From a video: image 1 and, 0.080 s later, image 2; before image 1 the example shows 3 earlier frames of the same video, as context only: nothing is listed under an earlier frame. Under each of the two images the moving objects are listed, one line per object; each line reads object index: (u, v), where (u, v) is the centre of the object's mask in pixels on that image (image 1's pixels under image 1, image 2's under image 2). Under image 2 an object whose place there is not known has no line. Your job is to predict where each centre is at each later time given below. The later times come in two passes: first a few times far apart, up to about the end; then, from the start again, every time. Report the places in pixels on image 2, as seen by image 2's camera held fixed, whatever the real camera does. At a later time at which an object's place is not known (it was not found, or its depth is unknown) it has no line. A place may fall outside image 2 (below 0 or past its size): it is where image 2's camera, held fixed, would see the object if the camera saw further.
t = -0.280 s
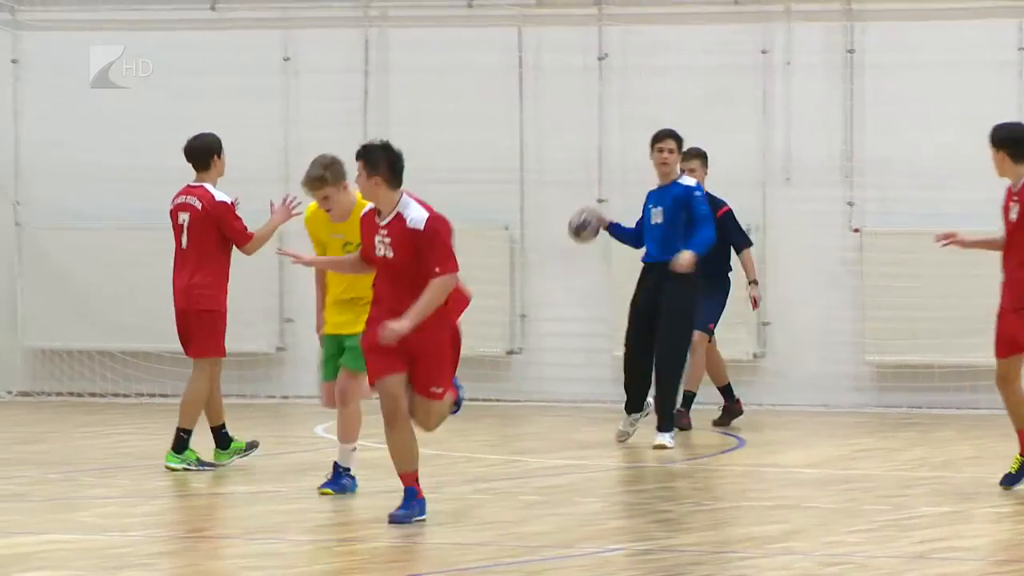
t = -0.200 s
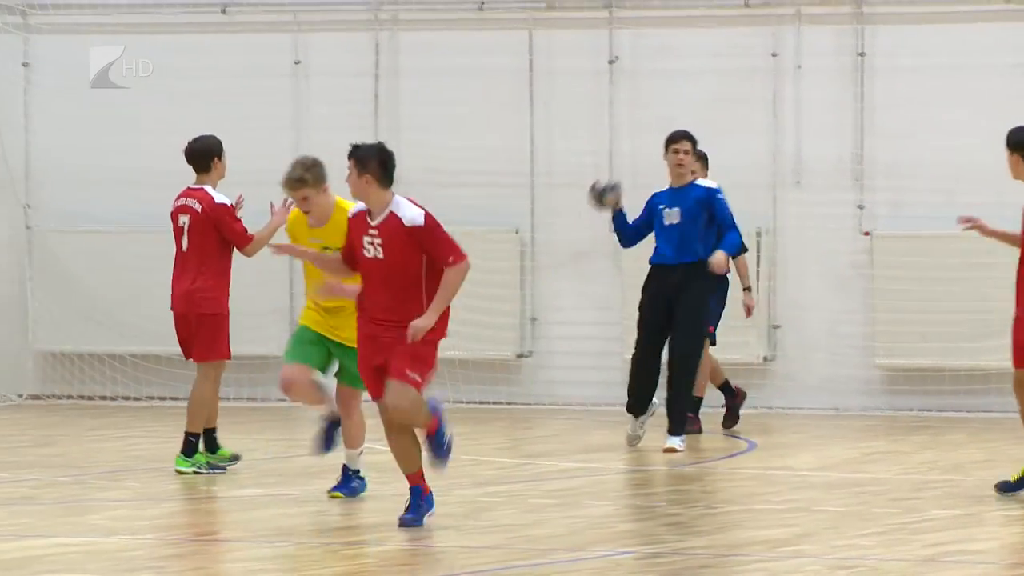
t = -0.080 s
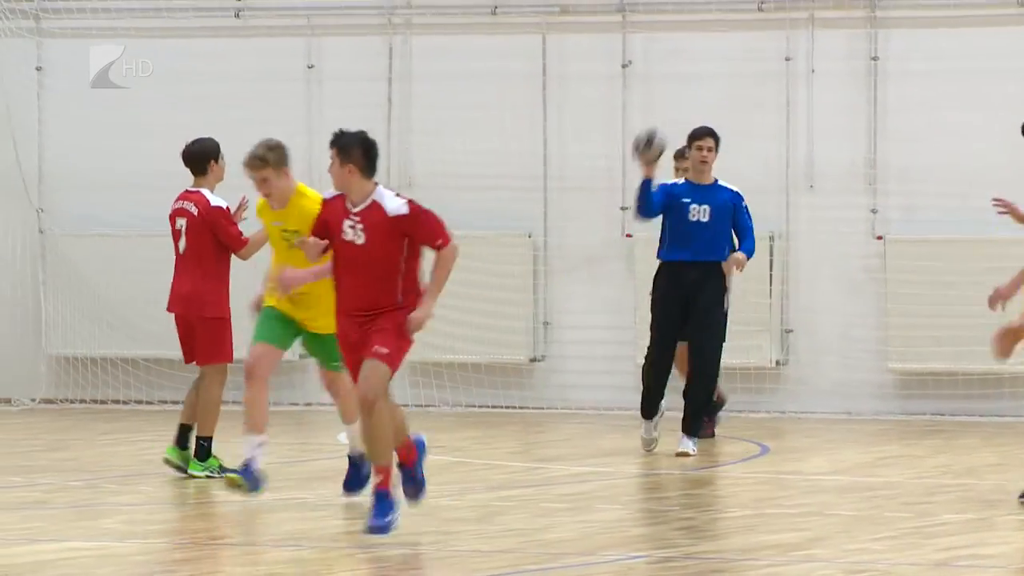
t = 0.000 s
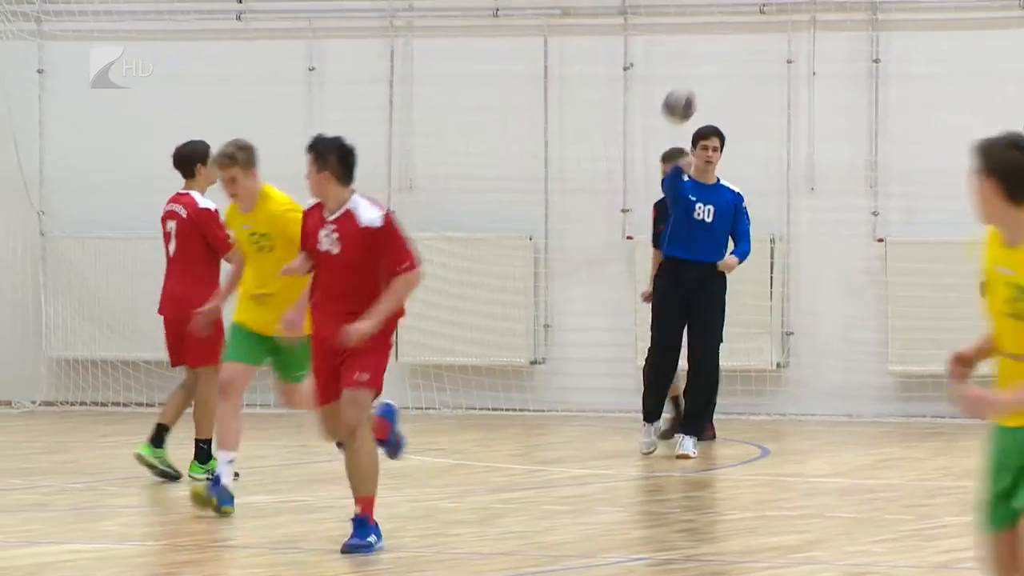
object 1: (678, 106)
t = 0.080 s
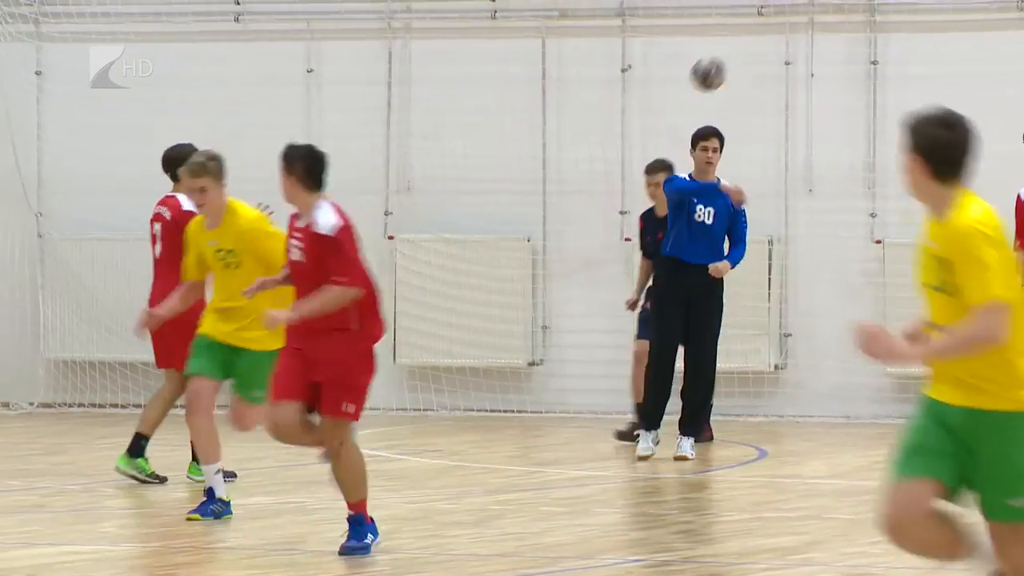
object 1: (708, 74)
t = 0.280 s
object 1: (794, 33)
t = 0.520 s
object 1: (908, 76)
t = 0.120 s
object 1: (724, 61)
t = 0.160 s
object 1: (741, 50)
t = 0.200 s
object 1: (758, 43)
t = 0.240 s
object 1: (776, 36)
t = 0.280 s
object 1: (794, 33)
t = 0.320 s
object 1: (812, 33)
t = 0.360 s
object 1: (830, 36)
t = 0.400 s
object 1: (849, 41)
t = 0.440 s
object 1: (868, 50)
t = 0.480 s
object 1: (888, 62)
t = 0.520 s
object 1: (908, 76)
